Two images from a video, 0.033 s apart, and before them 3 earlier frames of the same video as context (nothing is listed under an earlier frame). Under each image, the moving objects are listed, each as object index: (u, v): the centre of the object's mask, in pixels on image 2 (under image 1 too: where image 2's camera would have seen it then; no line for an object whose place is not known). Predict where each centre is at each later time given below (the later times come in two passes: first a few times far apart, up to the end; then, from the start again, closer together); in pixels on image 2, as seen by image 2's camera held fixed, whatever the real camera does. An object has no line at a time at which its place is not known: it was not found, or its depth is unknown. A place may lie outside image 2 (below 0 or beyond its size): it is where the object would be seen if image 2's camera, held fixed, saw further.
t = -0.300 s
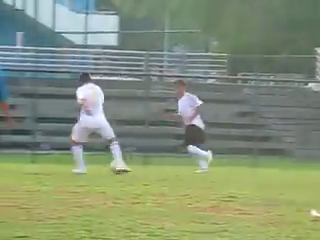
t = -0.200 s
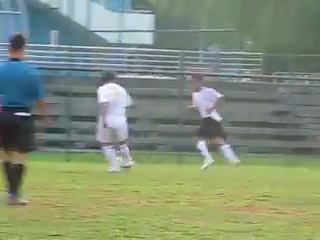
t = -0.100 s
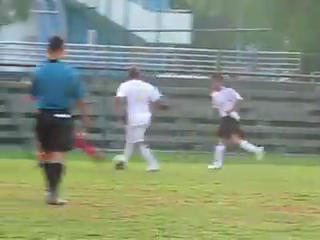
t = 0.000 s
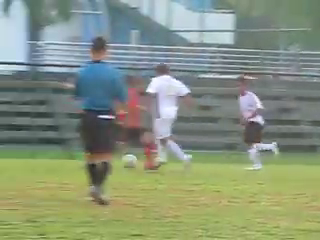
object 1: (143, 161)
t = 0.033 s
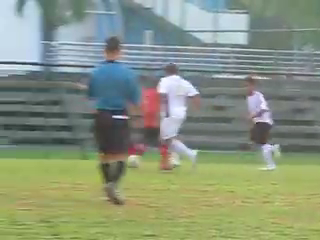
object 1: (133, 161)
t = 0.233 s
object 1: (75, 157)
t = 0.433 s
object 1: (20, 156)
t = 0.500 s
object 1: (2, 155)
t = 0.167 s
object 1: (93, 160)
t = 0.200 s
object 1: (84, 159)
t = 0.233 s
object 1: (75, 157)
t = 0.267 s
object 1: (66, 155)
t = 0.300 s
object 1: (56, 154)
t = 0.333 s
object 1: (47, 153)
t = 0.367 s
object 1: (38, 154)
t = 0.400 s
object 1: (29, 154)
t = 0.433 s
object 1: (20, 156)
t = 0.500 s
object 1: (2, 155)
